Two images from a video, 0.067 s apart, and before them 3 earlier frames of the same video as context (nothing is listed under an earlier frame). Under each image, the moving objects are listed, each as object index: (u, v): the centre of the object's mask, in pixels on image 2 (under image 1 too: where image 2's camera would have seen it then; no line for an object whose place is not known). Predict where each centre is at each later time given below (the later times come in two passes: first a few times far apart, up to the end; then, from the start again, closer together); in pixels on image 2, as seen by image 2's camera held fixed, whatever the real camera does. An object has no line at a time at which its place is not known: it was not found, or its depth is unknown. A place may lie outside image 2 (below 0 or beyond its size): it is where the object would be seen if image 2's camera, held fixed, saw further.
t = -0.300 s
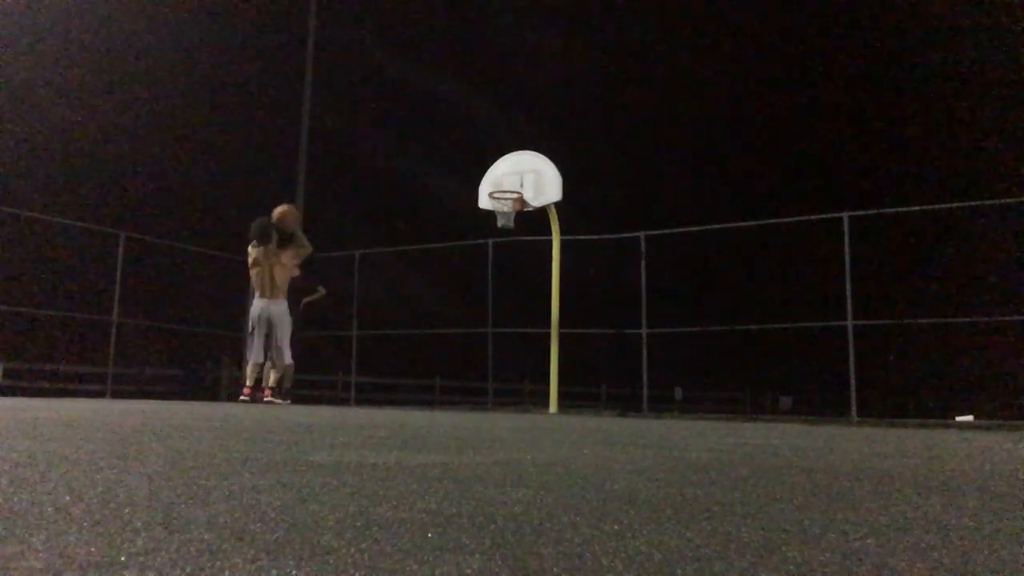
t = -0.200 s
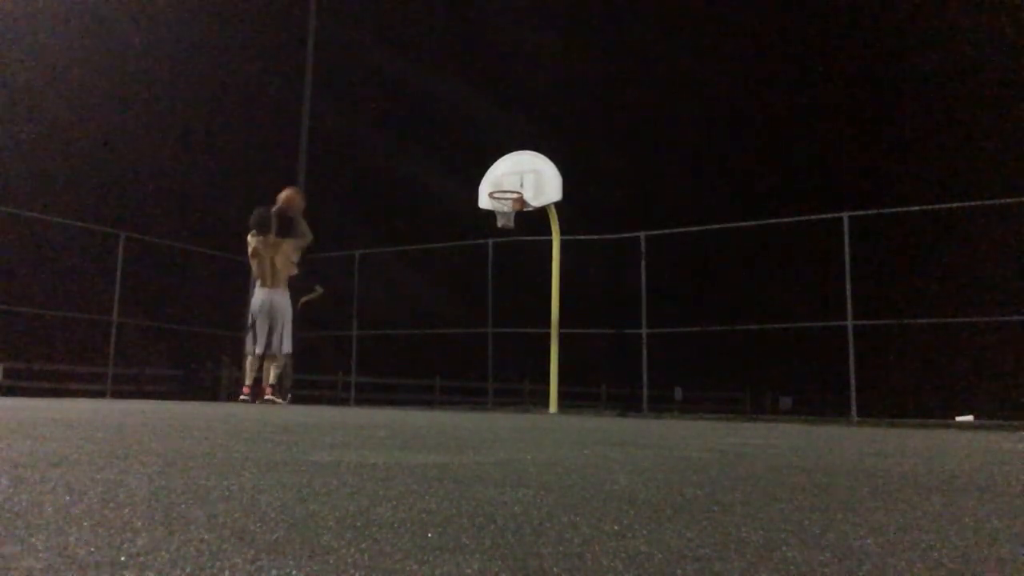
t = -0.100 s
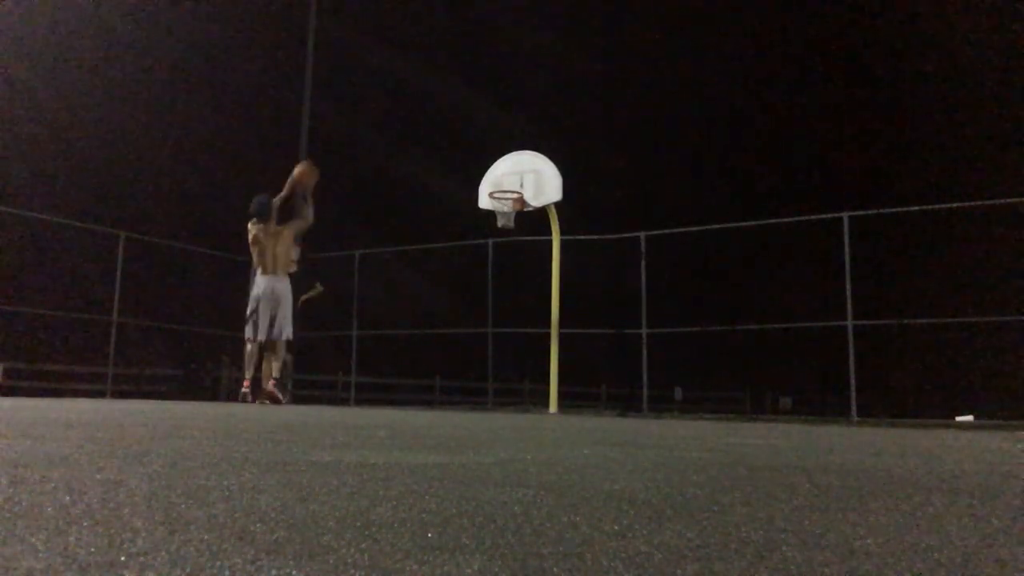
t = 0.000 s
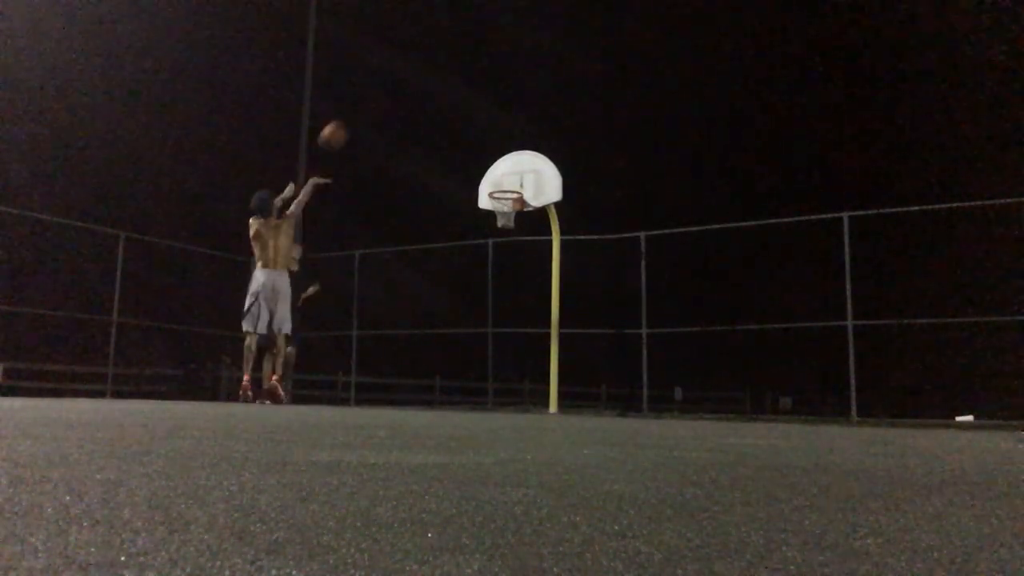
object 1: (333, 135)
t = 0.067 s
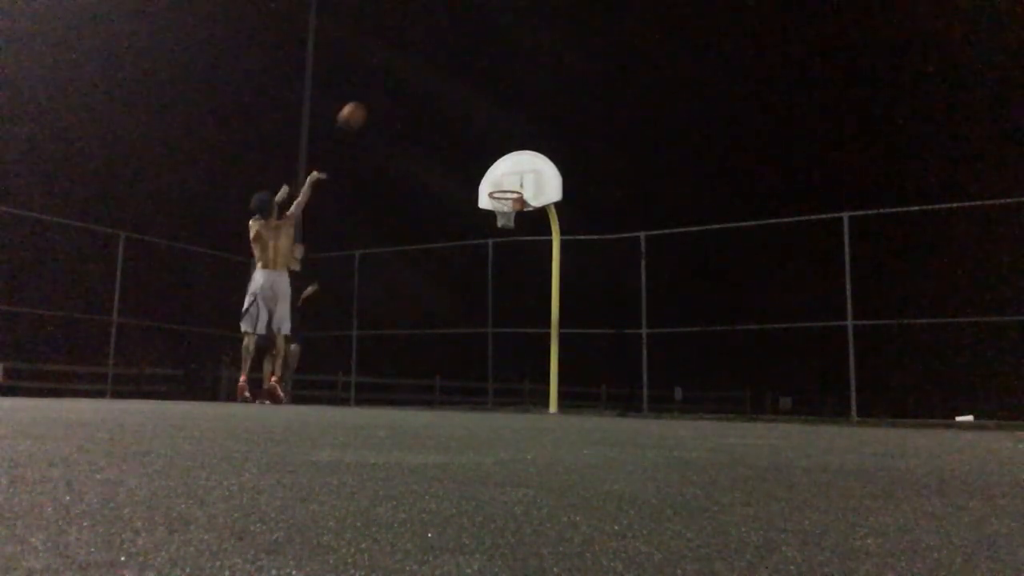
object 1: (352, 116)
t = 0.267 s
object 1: (399, 82)
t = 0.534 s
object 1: (448, 93)
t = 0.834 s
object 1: (490, 157)
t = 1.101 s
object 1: (513, 208)
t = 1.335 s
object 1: (509, 216)
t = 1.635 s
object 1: (497, 253)
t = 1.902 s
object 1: (486, 339)
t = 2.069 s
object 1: (481, 392)
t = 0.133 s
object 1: (369, 99)
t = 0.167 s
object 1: (377, 93)
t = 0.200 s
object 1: (385, 89)
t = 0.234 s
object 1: (393, 85)
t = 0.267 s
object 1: (399, 82)
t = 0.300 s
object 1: (406, 81)
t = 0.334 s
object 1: (414, 80)
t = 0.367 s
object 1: (421, 80)
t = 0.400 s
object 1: (426, 81)
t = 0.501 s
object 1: (443, 88)
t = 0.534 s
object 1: (448, 93)
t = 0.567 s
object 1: (453, 97)
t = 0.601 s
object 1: (459, 103)
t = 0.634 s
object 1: (464, 109)
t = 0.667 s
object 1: (470, 116)
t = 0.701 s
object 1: (473, 123)
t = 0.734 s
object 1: (478, 131)
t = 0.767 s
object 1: (482, 139)
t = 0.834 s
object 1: (490, 157)
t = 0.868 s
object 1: (495, 167)
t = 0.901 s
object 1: (500, 178)
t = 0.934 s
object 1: (503, 189)
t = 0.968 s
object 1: (506, 202)
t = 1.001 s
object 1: (515, 206)
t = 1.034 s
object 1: (513, 209)
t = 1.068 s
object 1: (513, 208)
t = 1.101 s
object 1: (513, 208)
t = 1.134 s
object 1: (512, 210)
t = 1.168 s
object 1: (515, 209)
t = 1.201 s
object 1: (516, 207)
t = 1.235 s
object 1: (513, 209)
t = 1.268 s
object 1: (515, 207)
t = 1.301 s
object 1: (517, 205)
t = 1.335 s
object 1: (509, 216)
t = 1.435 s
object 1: (504, 226)
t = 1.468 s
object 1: (502, 229)
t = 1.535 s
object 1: (500, 235)
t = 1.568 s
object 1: (499, 240)
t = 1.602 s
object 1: (497, 246)
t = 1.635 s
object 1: (497, 253)
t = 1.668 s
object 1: (495, 260)
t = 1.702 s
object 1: (494, 270)
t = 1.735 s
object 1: (493, 280)
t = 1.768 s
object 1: (491, 290)
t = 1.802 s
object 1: (490, 300)
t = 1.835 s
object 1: (489, 312)
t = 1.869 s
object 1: (488, 324)
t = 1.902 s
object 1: (486, 339)
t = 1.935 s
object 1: (485, 351)
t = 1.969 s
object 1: (483, 367)
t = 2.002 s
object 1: (482, 382)
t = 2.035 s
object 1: (482, 396)
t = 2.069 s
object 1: (481, 392)
